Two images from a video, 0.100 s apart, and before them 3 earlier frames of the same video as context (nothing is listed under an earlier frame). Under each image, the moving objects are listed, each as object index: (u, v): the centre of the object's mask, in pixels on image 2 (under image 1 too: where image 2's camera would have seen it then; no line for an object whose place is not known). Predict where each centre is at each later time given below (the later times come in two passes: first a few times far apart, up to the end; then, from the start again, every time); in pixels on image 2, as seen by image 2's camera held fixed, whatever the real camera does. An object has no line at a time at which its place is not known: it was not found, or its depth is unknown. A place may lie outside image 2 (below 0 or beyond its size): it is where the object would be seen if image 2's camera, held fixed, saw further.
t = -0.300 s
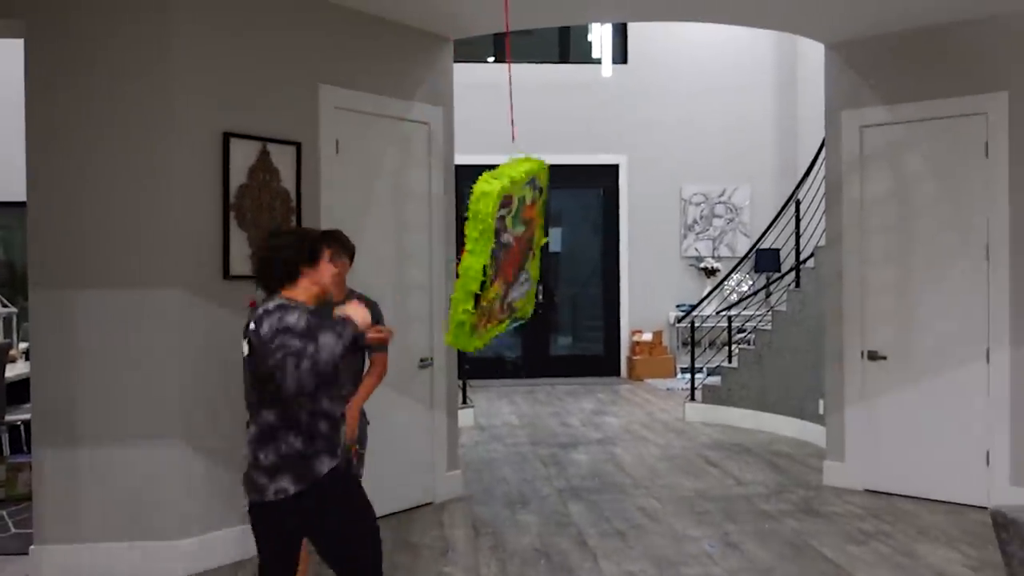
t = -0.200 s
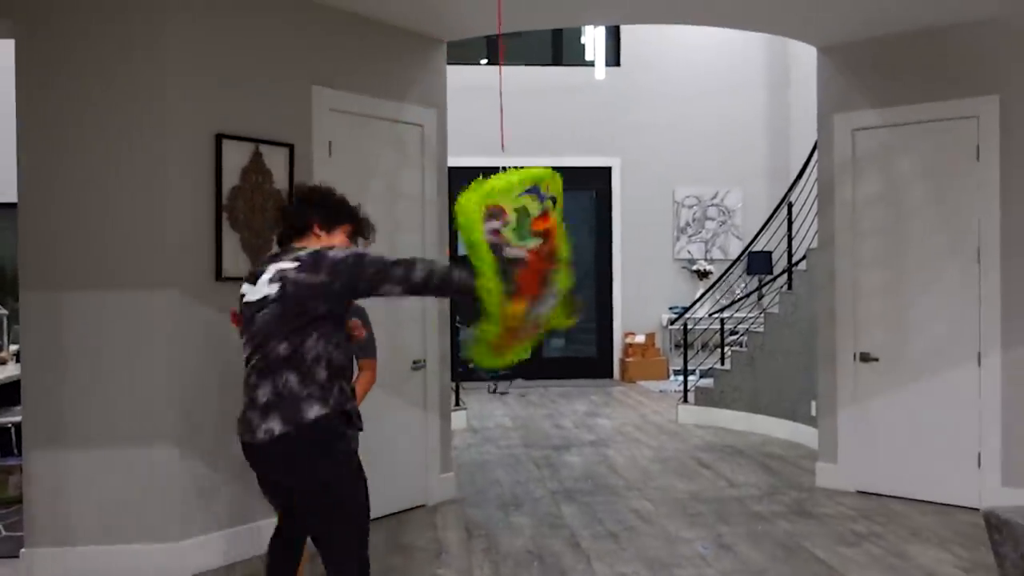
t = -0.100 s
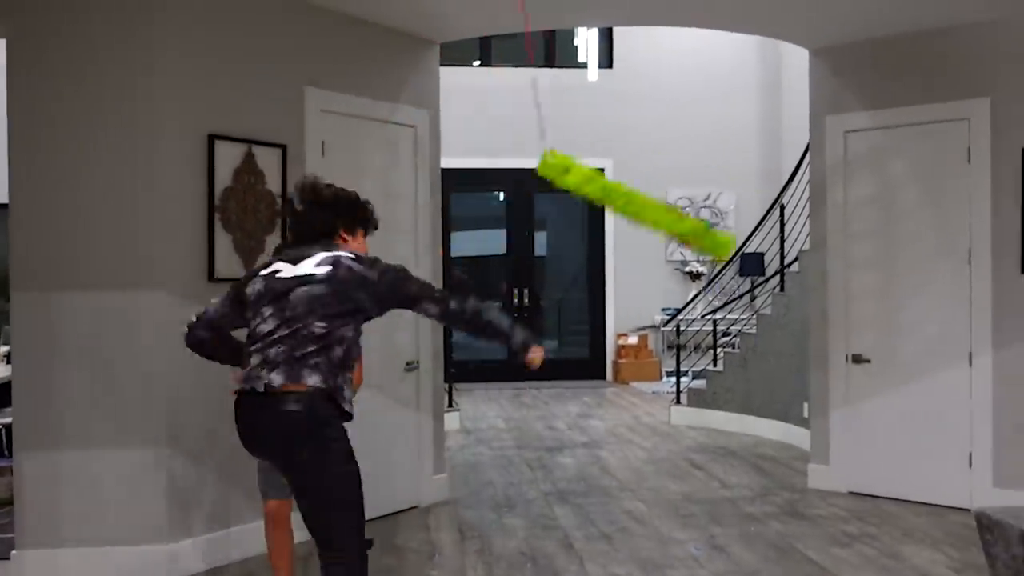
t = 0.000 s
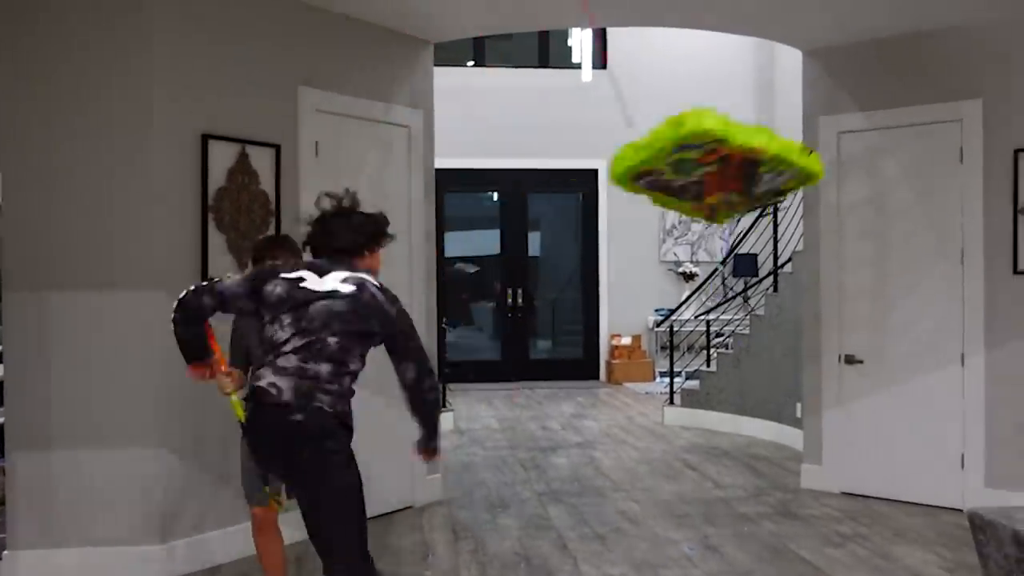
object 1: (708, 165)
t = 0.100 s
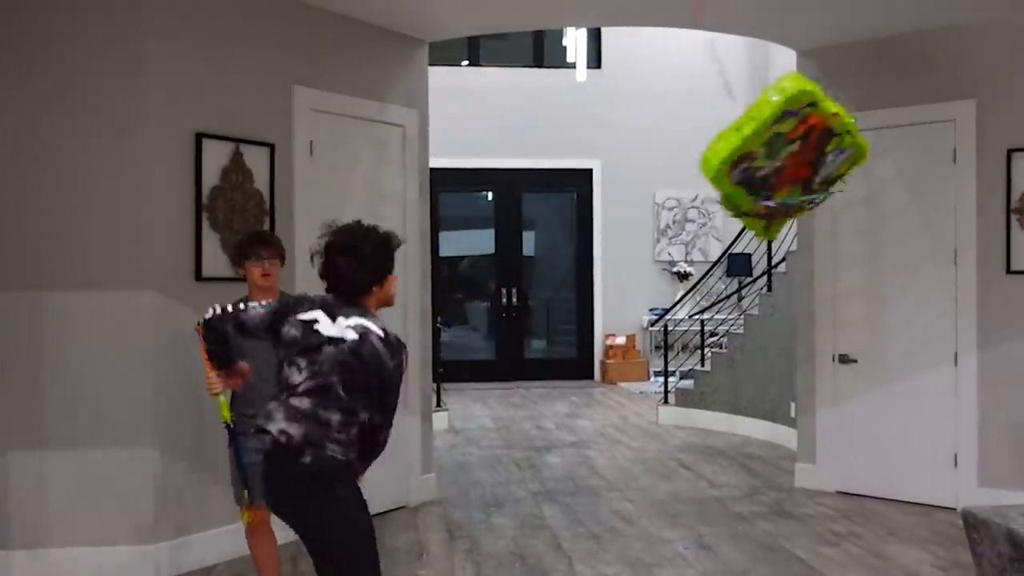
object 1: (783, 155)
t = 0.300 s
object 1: (881, 135)
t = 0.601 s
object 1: (932, 115)
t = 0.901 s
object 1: (941, 148)
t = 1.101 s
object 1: (915, 163)
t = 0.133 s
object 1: (804, 154)
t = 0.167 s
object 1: (825, 153)
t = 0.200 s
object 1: (842, 154)
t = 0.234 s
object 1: (858, 153)
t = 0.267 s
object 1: (870, 153)
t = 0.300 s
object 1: (881, 135)
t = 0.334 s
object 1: (890, 122)
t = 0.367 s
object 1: (897, 112)
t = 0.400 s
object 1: (904, 105)
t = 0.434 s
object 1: (911, 101)
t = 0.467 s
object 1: (916, 100)
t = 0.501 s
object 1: (921, 100)
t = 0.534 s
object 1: (925, 103)
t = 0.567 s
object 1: (929, 108)
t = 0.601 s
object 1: (932, 115)
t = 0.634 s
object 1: (935, 123)
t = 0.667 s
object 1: (935, 131)
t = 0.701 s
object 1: (935, 137)
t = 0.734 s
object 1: (935, 142)
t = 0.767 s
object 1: (935, 146)
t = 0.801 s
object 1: (940, 147)
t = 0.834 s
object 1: (940, 147)
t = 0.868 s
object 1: (941, 147)
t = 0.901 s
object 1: (941, 148)
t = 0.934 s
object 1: (942, 151)
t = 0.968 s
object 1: (940, 153)
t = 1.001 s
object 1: (936, 154)
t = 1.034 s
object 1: (930, 158)
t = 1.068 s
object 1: (923, 160)
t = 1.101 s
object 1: (915, 163)
